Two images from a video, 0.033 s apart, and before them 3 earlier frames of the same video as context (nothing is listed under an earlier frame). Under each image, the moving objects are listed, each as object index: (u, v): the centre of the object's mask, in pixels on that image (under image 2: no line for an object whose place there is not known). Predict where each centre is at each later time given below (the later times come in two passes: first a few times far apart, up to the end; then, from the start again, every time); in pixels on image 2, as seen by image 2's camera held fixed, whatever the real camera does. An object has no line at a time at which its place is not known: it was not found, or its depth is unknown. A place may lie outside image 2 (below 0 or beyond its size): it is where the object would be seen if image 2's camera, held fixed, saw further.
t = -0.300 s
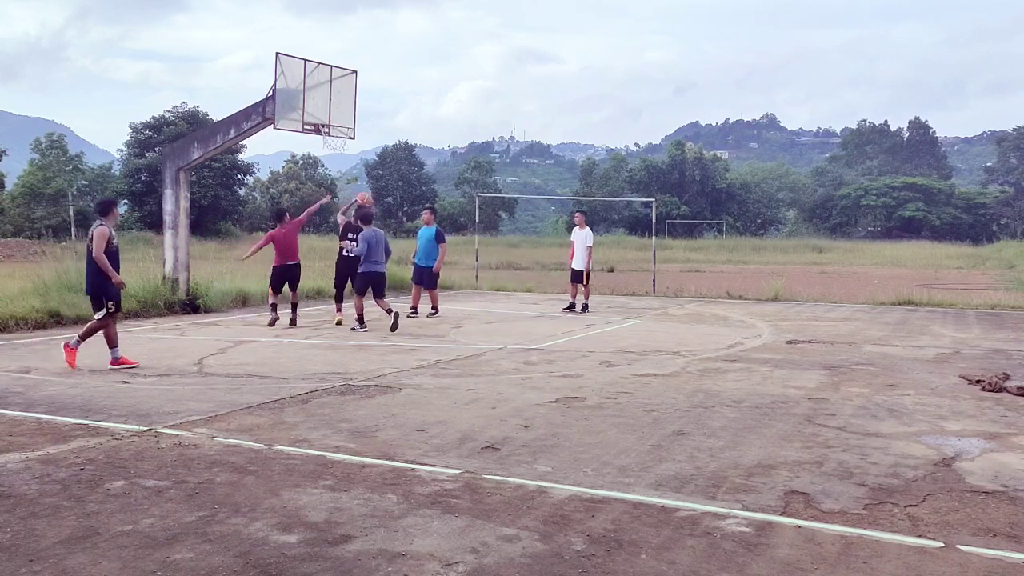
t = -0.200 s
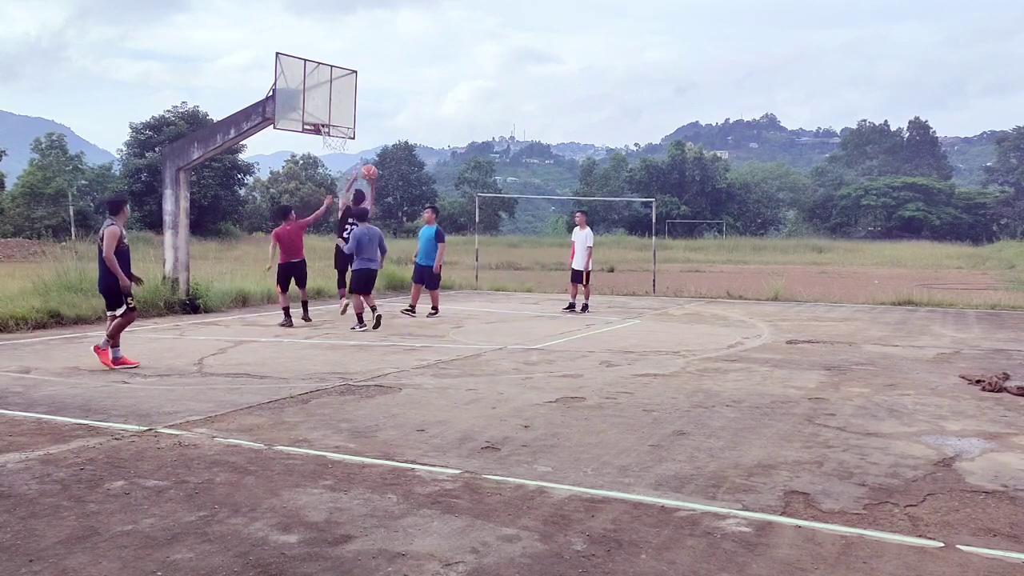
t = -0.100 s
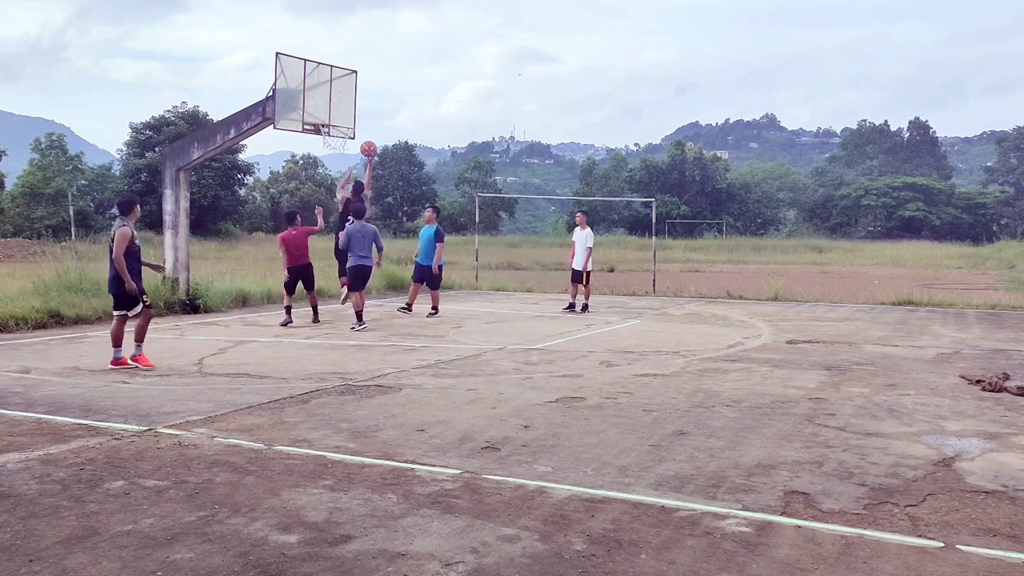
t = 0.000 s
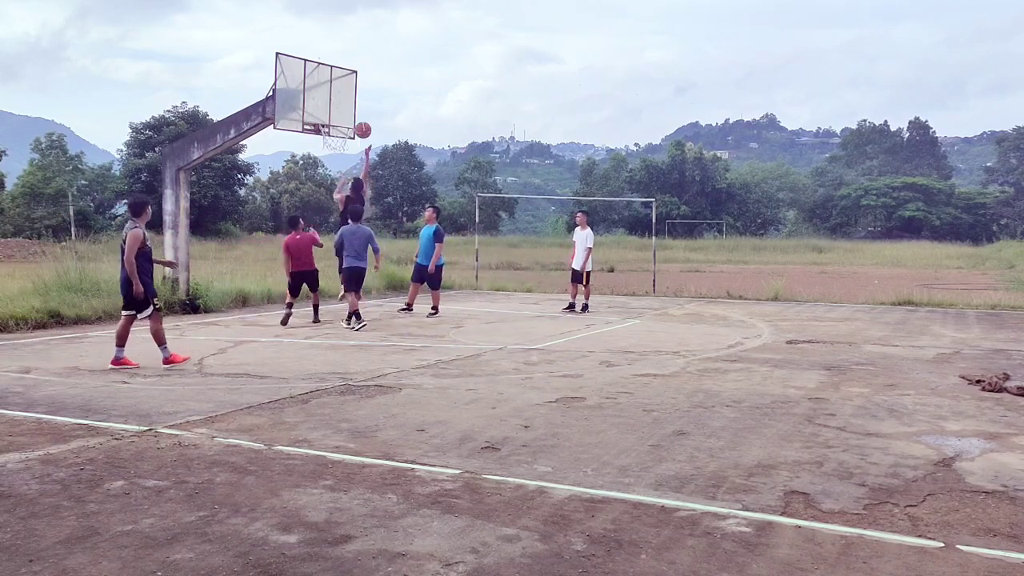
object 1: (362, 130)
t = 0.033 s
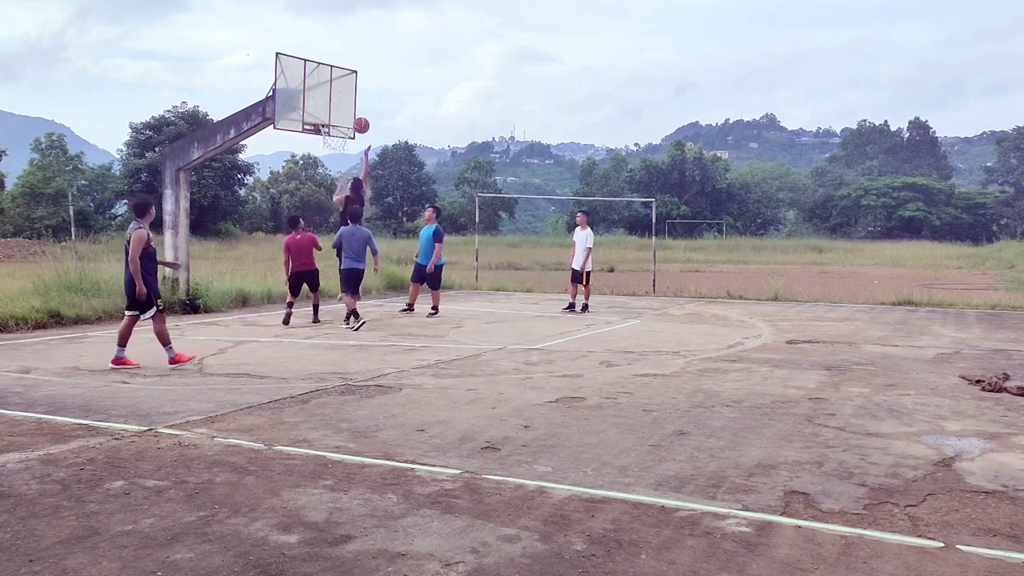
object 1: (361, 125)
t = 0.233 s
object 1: (349, 112)
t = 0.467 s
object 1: (337, 131)
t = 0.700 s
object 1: (332, 154)
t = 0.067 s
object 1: (359, 121)
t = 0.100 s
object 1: (357, 118)
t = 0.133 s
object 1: (355, 115)
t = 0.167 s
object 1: (353, 113)
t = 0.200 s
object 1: (351, 112)
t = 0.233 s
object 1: (349, 112)
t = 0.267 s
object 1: (348, 113)
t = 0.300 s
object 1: (346, 114)
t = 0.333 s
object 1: (344, 116)
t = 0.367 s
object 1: (342, 119)
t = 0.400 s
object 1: (340, 122)
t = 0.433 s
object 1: (339, 126)
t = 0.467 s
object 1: (337, 131)
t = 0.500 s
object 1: (335, 137)
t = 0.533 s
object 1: (333, 143)
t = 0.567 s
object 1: (333, 145)
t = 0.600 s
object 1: (332, 147)
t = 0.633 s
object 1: (332, 148)
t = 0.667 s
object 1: (332, 150)
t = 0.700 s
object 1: (332, 154)
